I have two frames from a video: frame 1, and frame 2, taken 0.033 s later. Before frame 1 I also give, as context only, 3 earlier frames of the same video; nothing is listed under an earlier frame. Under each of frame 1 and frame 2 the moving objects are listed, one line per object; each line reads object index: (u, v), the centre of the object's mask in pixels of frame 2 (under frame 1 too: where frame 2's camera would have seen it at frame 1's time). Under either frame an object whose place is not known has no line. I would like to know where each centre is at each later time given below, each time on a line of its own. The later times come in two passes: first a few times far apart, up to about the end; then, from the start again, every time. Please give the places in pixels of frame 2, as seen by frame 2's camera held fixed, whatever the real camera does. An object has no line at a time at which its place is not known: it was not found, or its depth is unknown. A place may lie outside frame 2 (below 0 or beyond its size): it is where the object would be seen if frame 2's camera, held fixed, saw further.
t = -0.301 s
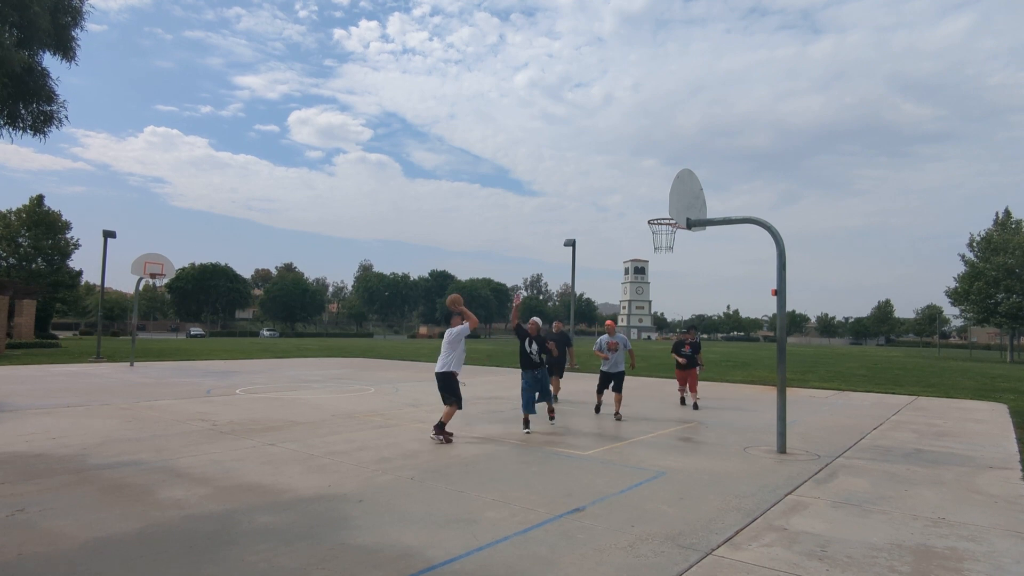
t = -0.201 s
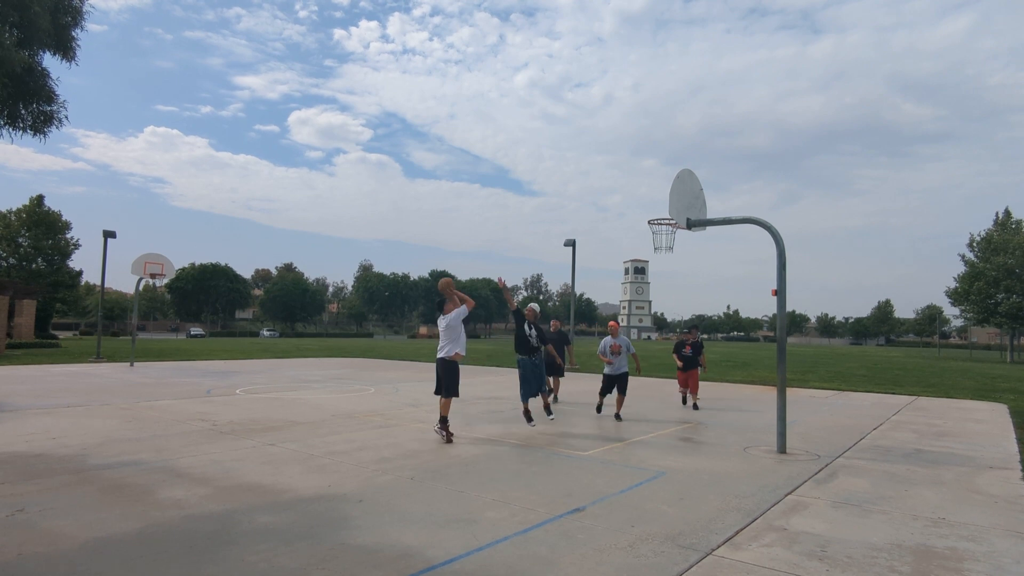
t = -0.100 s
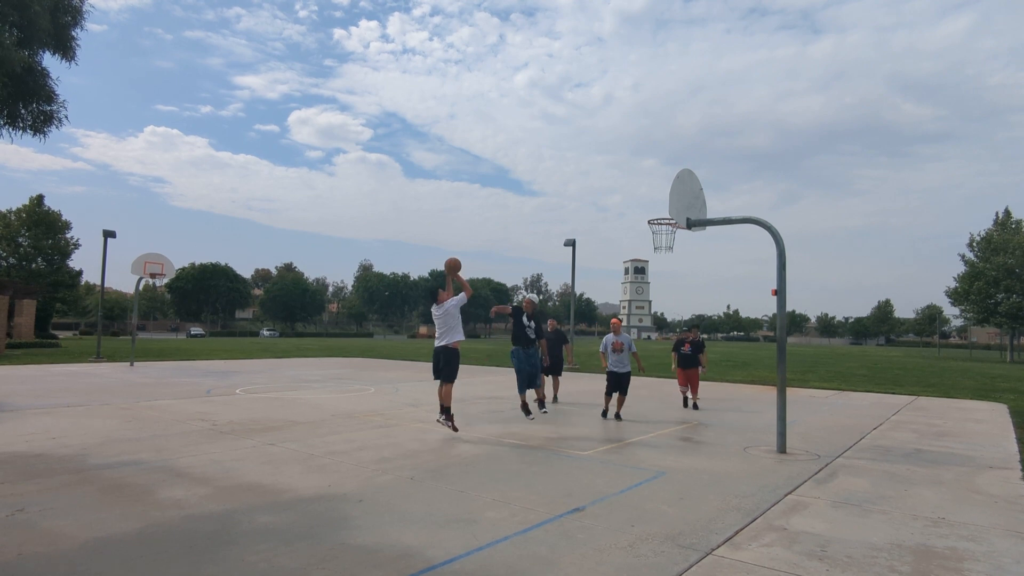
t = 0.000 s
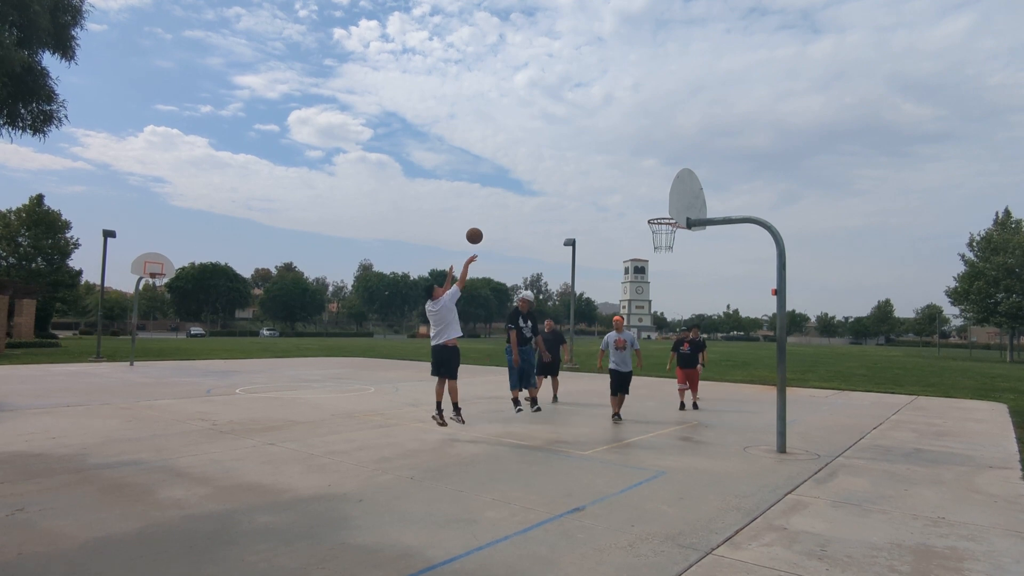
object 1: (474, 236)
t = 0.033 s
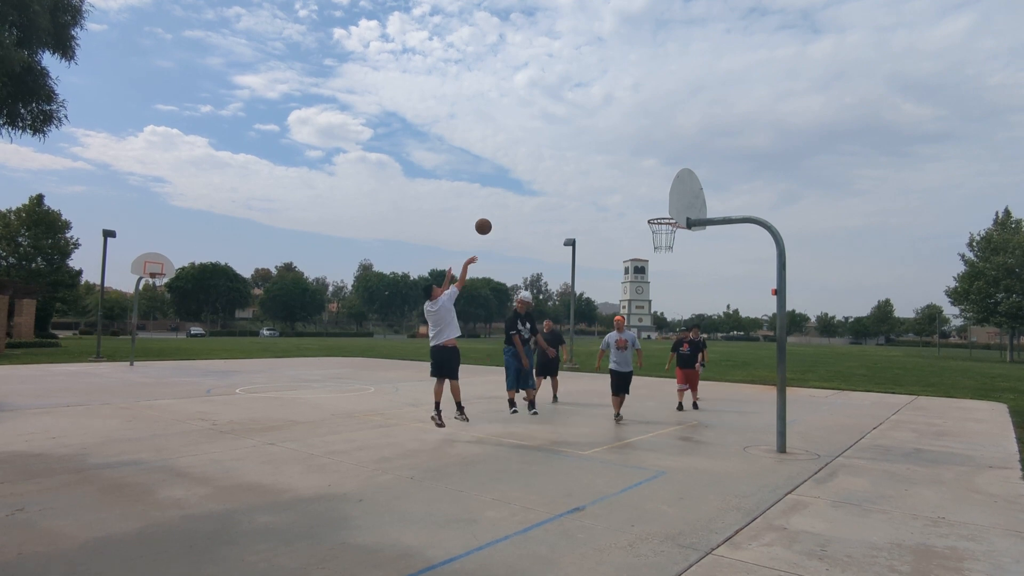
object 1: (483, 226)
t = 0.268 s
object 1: (544, 185)
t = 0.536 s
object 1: (607, 182)
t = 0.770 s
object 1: (660, 216)
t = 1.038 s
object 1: (671, 237)
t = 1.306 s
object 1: (663, 249)
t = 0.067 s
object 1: (492, 218)
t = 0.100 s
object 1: (501, 210)
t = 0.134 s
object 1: (510, 204)
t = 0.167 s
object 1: (518, 198)
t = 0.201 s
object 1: (527, 193)
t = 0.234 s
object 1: (535, 188)
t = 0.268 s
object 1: (544, 185)
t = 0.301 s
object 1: (552, 182)
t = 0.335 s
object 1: (560, 180)
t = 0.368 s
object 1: (568, 178)
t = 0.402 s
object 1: (576, 177)
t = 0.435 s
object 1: (584, 177)
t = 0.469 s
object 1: (592, 178)
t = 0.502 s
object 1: (599, 180)
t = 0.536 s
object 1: (607, 182)
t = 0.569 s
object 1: (615, 185)
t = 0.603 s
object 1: (622, 188)
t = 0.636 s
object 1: (630, 192)
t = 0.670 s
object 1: (637, 198)
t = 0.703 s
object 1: (645, 203)
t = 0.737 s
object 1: (652, 210)
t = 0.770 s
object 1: (660, 216)
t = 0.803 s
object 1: (667, 225)
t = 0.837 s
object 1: (671, 230)
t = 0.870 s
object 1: (671, 233)
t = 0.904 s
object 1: (672, 235)
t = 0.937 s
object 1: (671, 236)
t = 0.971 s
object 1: (671, 237)
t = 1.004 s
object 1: (671, 237)
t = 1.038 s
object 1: (671, 237)
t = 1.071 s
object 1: (671, 238)
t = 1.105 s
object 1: (671, 239)
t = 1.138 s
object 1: (670, 241)
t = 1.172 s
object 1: (670, 242)
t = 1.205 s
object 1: (669, 244)
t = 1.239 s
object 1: (667, 246)
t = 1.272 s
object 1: (665, 247)
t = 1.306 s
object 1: (663, 249)
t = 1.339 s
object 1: (662, 252)
